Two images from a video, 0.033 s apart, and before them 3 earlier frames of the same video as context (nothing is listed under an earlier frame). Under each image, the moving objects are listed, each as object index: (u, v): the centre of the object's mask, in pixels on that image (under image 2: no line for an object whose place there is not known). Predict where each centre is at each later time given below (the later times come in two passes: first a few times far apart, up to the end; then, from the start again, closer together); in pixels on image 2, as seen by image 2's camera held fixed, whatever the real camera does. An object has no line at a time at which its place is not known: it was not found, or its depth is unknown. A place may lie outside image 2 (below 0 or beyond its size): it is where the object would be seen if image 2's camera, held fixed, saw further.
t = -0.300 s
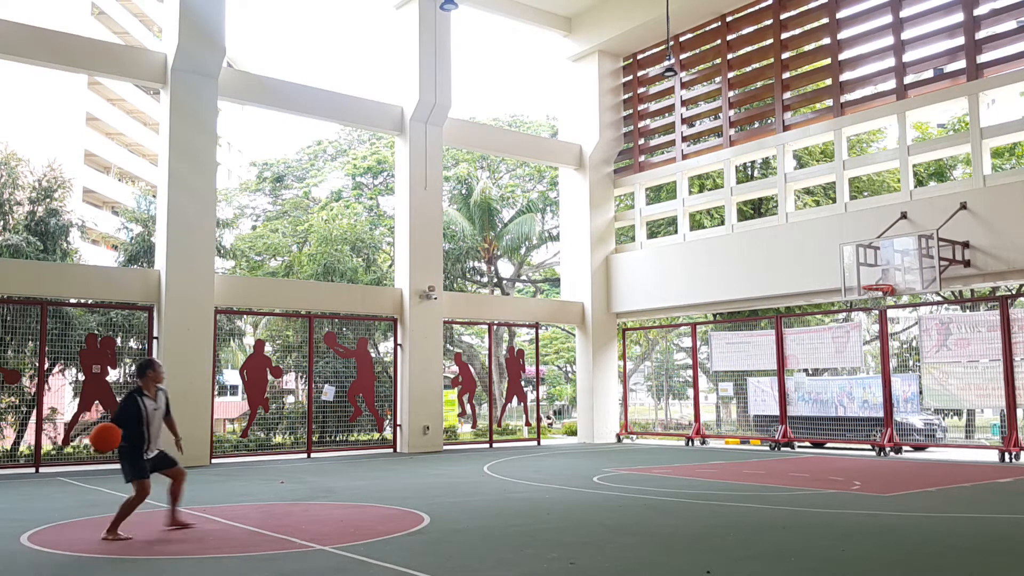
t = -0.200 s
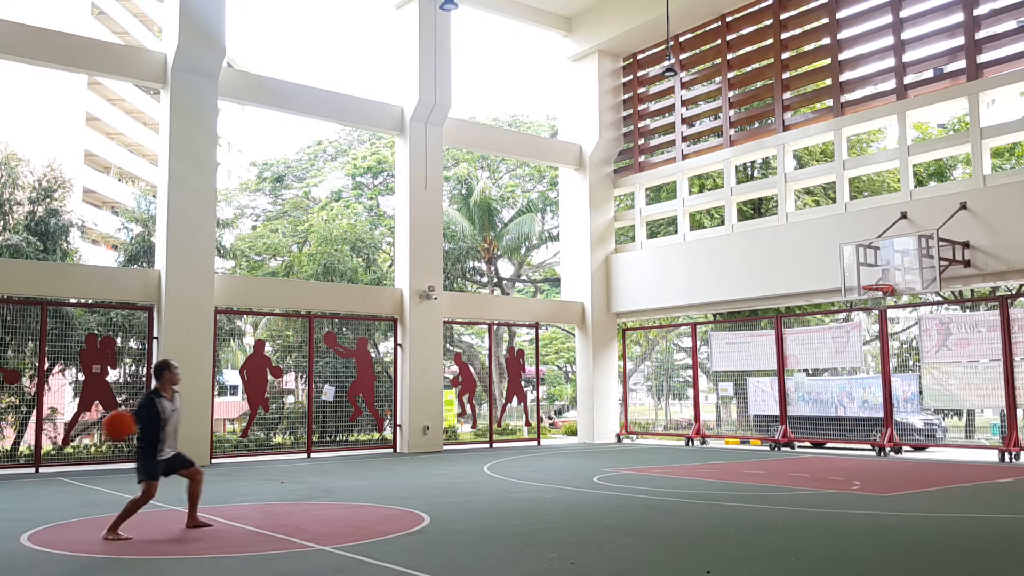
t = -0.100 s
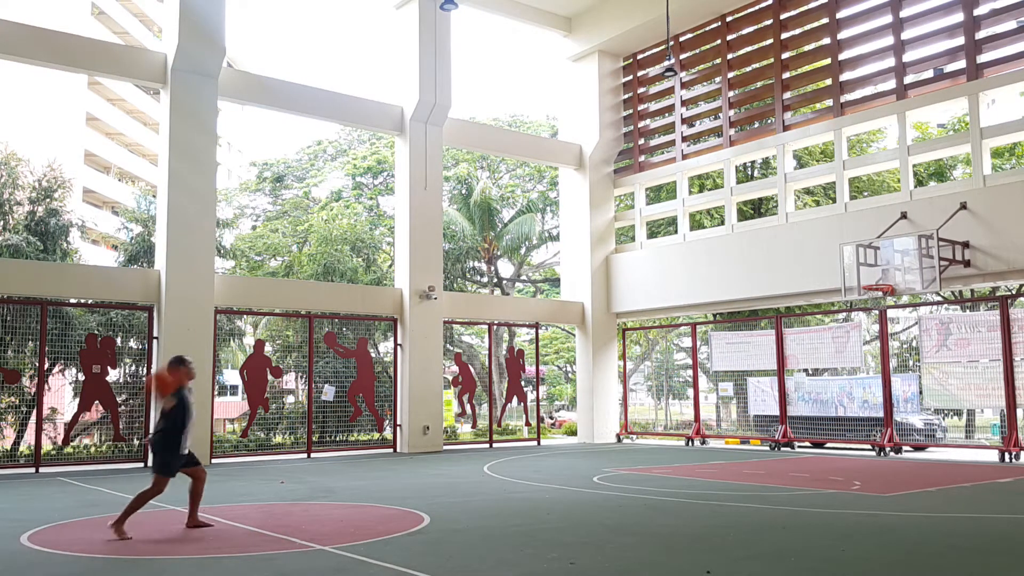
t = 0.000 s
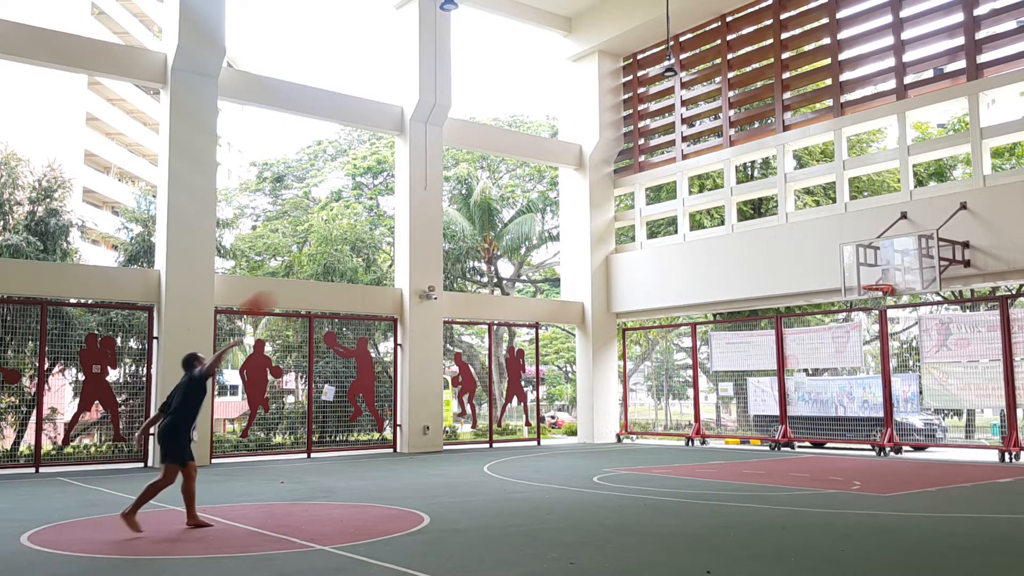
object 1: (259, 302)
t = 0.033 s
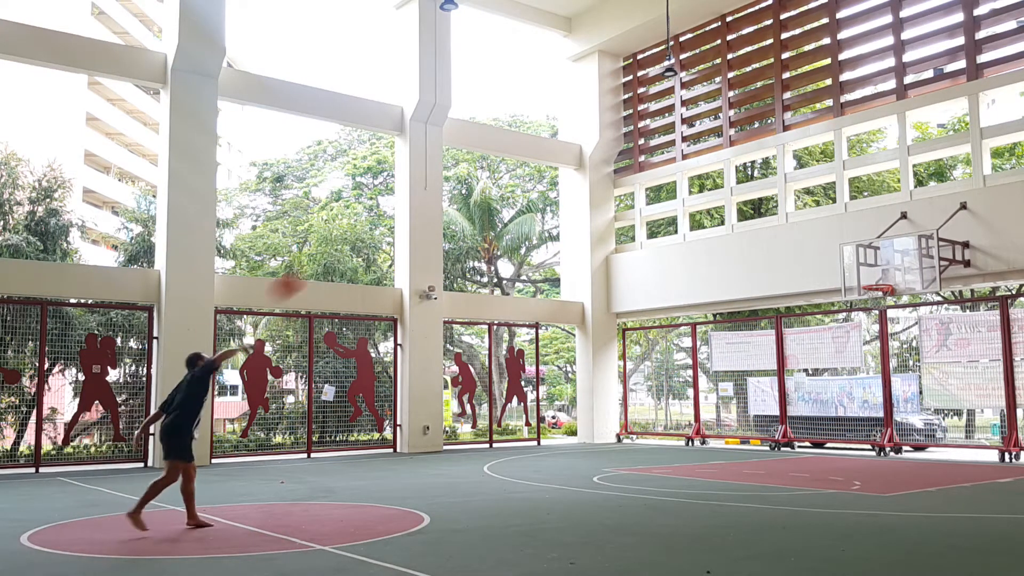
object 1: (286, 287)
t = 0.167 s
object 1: (400, 214)
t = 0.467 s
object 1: (585, 146)
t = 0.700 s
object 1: (690, 144)
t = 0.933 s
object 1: (772, 177)
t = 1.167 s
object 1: (840, 235)
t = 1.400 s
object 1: (876, 311)
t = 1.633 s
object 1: (855, 407)
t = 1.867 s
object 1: (825, 409)
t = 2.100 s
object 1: (787, 334)
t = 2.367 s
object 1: (744, 286)
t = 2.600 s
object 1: (706, 277)
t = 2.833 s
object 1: (667, 304)
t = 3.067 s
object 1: (627, 369)
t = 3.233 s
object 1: (597, 443)
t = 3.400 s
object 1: (567, 431)
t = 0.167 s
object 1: (400, 214)
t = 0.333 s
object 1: (512, 163)
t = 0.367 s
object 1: (531, 157)
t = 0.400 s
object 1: (550, 153)
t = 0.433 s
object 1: (568, 150)
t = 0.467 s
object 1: (585, 146)
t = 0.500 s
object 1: (603, 143)
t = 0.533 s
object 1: (618, 141)
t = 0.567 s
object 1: (632, 139)
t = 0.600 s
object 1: (647, 142)
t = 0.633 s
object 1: (662, 141)
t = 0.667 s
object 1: (678, 142)
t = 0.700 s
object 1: (690, 144)
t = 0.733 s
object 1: (702, 147)
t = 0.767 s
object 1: (716, 150)
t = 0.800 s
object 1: (728, 155)
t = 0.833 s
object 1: (739, 160)
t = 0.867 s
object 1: (751, 166)
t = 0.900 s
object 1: (762, 171)
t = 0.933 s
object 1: (772, 177)
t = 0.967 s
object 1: (783, 184)
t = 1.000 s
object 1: (794, 191)
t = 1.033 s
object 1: (802, 199)
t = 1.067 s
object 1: (812, 207)
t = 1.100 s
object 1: (823, 216)
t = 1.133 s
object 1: (831, 225)
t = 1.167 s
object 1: (840, 235)
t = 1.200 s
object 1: (848, 245)
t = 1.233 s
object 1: (857, 256)
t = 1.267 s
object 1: (864, 266)
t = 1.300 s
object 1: (873, 278)
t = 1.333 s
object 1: (882, 291)
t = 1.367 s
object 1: (878, 300)
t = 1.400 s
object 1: (876, 311)
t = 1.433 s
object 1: (873, 321)
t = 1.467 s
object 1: (870, 336)
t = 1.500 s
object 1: (867, 348)
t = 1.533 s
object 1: (863, 362)
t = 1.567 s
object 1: (859, 376)
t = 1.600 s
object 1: (857, 391)
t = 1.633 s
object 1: (855, 407)
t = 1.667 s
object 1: (852, 423)
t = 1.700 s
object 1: (849, 440)
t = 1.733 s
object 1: (846, 461)
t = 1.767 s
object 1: (841, 452)
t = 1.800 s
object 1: (836, 435)
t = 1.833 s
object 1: (830, 423)
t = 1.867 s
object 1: (825, 409)
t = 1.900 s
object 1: (820, 397)
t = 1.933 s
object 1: (814, 384)
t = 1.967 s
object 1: (809, 373)
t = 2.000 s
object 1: (803, 363)
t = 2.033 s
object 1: (798, 352)
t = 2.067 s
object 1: (792, 343)
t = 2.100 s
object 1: (787, 334)
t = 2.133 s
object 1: (782, 325)
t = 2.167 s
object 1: (776, 318)
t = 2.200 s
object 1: (772, 311)
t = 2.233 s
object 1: (766, 306)
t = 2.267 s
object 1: (761, 299)
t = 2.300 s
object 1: (756, 294)
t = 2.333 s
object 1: (750, 290)
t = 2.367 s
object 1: (744, 286)
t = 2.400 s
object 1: (739, 283)
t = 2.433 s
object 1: (734, 280)
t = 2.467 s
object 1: (728, 278)
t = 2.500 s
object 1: (723, 277)
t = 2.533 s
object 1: (717, 276)
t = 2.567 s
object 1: (712, 276)
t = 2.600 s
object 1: (706, 277)
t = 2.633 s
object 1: (701, 279)
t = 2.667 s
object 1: (695, 281)
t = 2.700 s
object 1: (689, 284)
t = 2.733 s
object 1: (684, 288)
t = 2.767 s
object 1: (678, 292)
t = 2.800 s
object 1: (673, 298)
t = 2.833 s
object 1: (667, 304)
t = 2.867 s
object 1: (661, 311)
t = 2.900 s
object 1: (656, 318)
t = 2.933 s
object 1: (649, 326)
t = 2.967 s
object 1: (644, 336)
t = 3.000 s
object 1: (639, 346)
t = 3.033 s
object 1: (632, 357)
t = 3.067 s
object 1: (627, 369)
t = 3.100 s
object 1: (621, 381)
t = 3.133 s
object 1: (615, 395)
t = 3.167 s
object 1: (609, 409)
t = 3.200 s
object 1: (603, 425)
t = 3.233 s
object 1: (597, 443)
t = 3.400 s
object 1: (567, 431)
